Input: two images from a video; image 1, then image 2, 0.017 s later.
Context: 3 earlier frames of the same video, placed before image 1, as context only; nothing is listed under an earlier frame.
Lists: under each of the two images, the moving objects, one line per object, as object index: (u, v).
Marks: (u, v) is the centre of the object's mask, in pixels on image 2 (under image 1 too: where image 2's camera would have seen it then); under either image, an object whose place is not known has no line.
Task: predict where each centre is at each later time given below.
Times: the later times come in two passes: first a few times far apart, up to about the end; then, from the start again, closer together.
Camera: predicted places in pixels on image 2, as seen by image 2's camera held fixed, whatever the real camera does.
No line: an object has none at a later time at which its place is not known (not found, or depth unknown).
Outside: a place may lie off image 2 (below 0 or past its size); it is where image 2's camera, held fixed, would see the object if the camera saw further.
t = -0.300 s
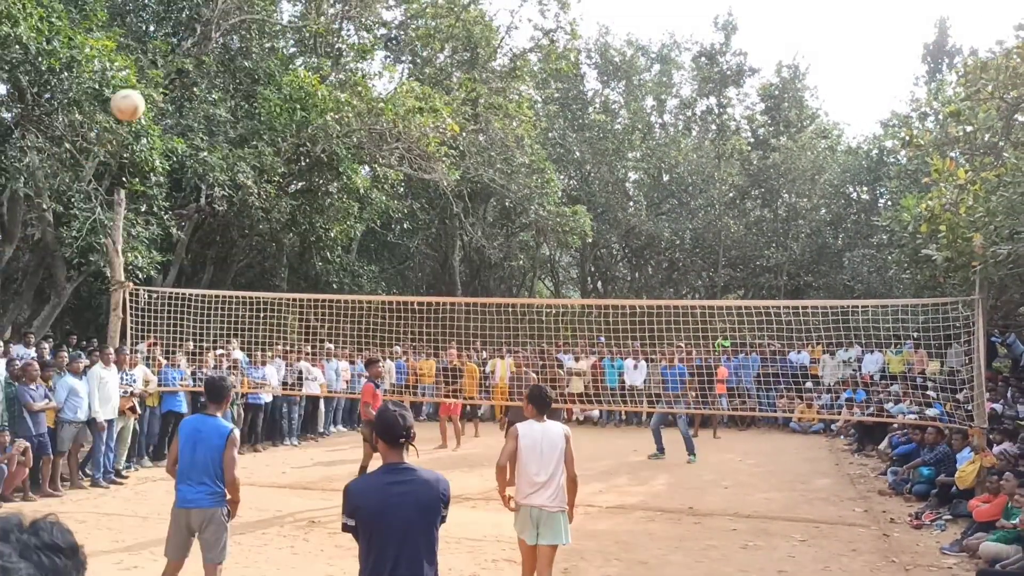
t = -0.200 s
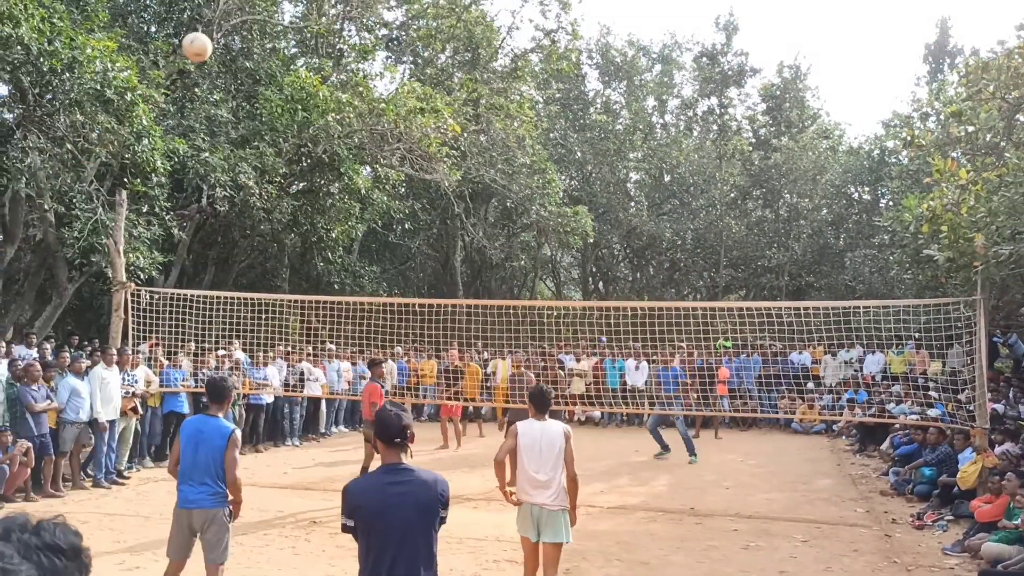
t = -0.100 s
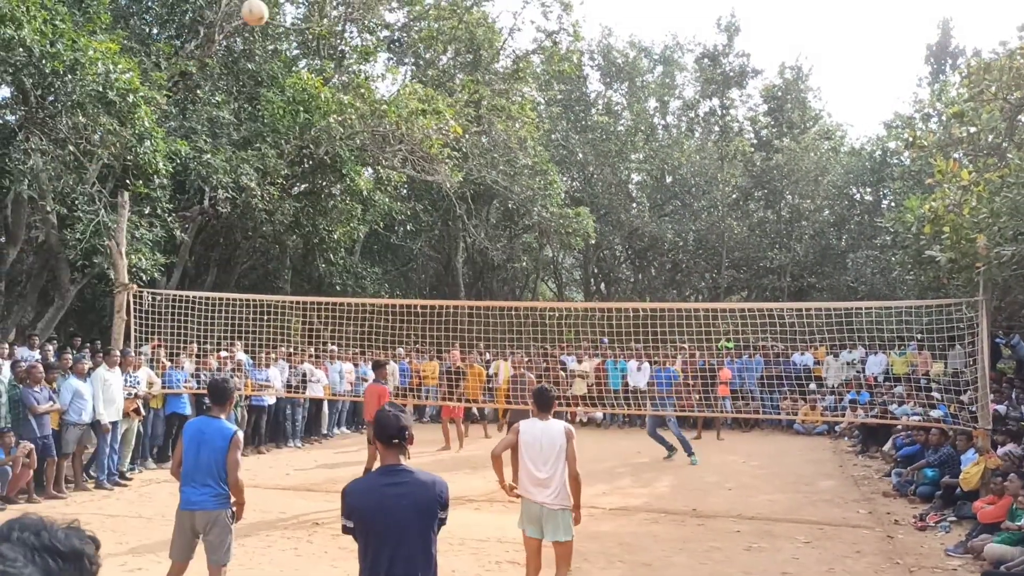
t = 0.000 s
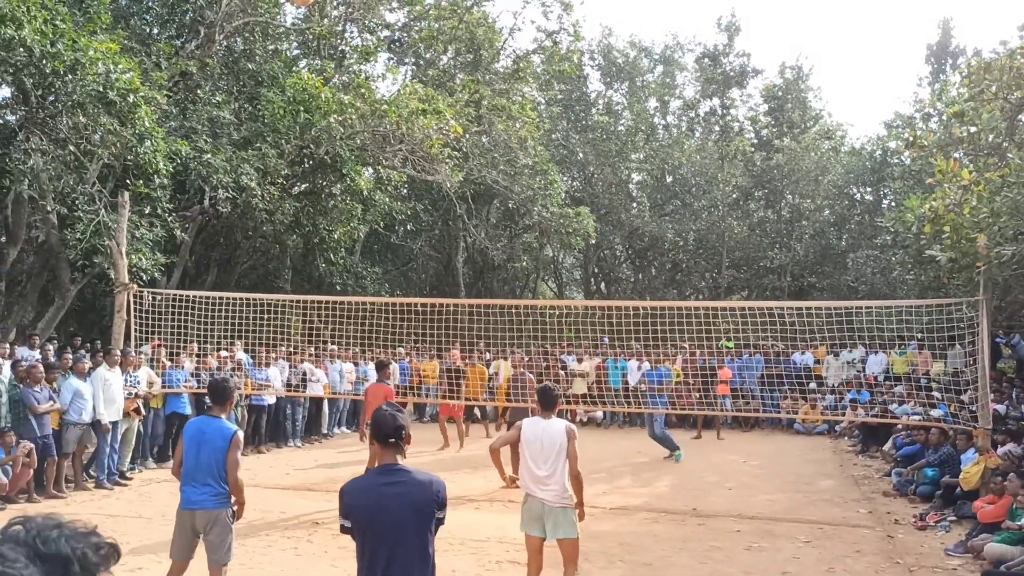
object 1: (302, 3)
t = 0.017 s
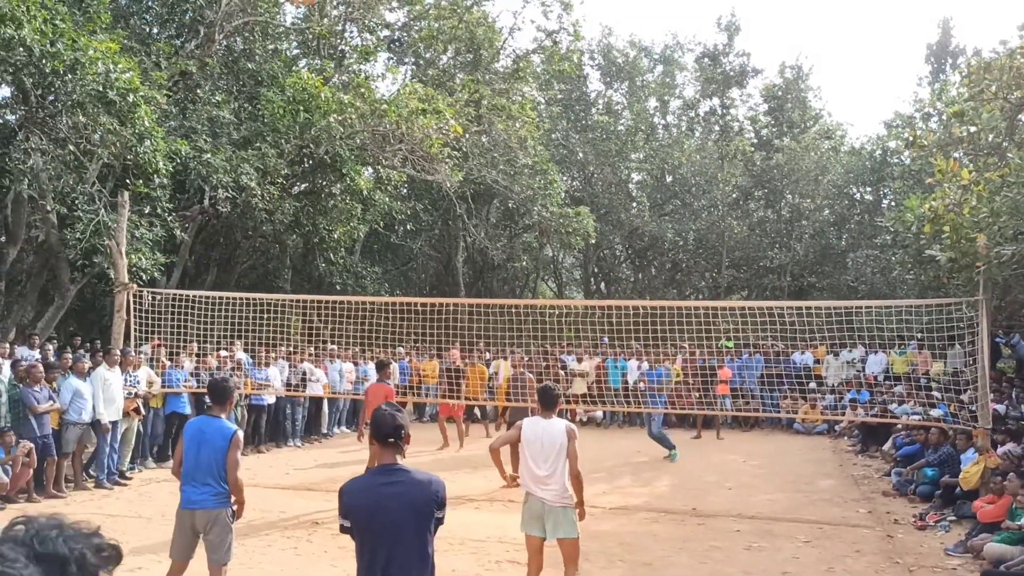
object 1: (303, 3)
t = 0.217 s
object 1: (377, 2)
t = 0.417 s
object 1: (431, 29)
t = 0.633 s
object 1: (475, 92)
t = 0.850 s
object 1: (509, 172)
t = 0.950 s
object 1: (524, 214)
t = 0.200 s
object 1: (372, 2)
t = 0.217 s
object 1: (377, 2)
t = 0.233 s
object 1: (382, 3)
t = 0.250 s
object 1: (388, 4)
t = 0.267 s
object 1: (392, 5)
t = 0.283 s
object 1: (396, 5)
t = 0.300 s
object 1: (402, 7)
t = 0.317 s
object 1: (406, 9)
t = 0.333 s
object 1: (410, 12)
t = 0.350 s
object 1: (414, 15)
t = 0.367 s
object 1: (418, 19)
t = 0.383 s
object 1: (422, 22)
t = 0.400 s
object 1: (426, 26)
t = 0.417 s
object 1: (431, 29)
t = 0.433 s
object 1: (434, 34)
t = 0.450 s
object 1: (438, 38)
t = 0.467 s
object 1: (442, 42)
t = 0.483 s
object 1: (445, 46)
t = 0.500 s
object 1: (449, 51)
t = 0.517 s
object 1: (452, 55)
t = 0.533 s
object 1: (456, 61)
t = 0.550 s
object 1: (459, 66)
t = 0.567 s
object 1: (462, 71)
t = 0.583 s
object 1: (465, 75)
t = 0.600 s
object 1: (468, 81)
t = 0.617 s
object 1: (472, 86)
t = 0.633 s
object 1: (475, 92)
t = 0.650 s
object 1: (478, 97)
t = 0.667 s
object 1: (481, 103)
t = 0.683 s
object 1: (483, 109)
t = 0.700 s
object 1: (486, 115)
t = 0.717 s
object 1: (489, 121)
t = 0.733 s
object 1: (492, 127)
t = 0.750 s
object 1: (494, 133)
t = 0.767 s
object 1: (497, 140)
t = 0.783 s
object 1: (500, 146)
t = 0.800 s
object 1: (503, 153)
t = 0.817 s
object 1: (505, 159)
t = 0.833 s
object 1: (507, 165)
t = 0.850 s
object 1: (509, 172)
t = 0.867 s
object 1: (513, 179)
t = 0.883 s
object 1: (514, 186)
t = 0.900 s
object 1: (517, 193)
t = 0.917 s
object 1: (519, 200)
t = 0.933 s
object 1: (522, 207)
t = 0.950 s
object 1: (524, 214)
